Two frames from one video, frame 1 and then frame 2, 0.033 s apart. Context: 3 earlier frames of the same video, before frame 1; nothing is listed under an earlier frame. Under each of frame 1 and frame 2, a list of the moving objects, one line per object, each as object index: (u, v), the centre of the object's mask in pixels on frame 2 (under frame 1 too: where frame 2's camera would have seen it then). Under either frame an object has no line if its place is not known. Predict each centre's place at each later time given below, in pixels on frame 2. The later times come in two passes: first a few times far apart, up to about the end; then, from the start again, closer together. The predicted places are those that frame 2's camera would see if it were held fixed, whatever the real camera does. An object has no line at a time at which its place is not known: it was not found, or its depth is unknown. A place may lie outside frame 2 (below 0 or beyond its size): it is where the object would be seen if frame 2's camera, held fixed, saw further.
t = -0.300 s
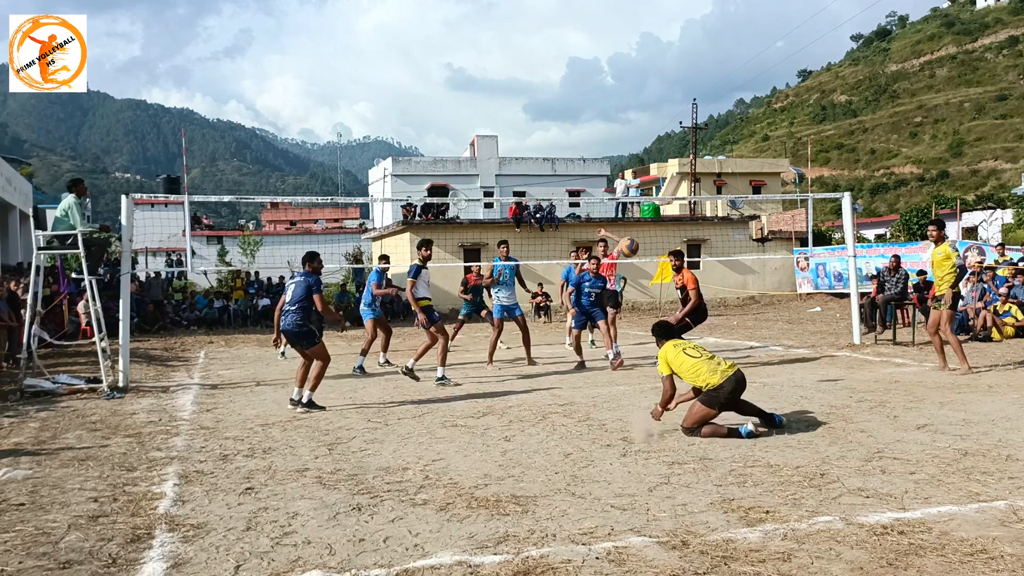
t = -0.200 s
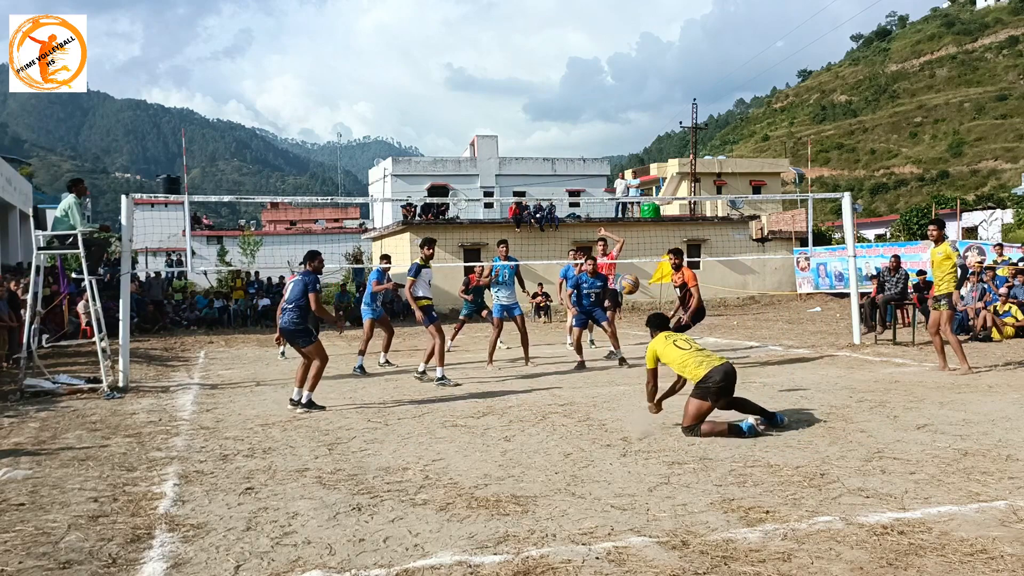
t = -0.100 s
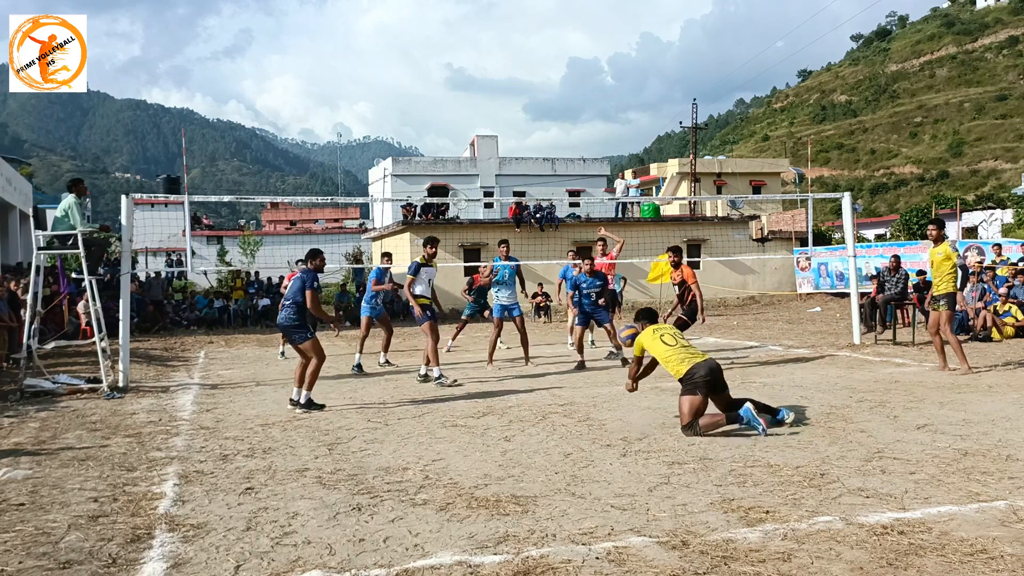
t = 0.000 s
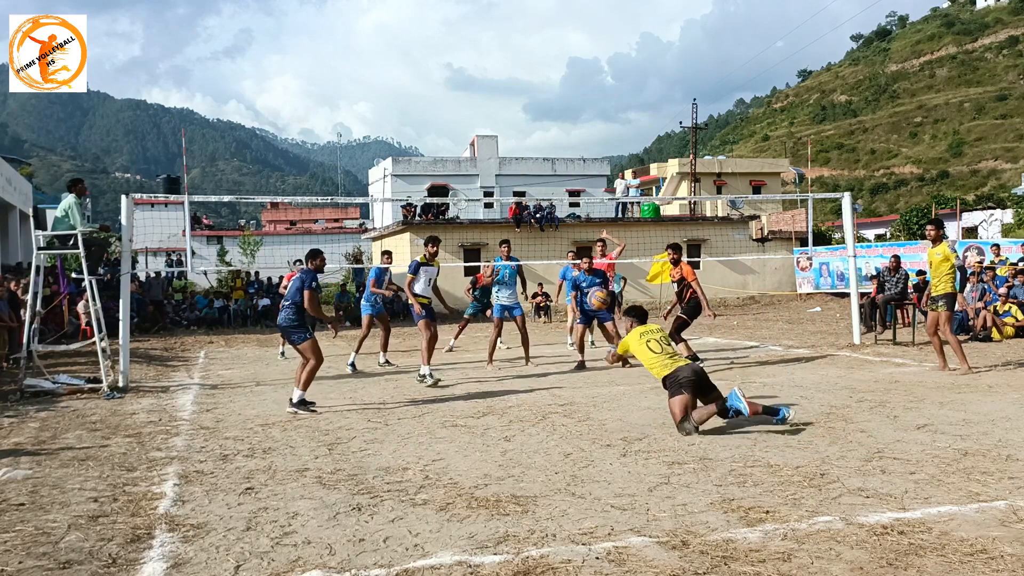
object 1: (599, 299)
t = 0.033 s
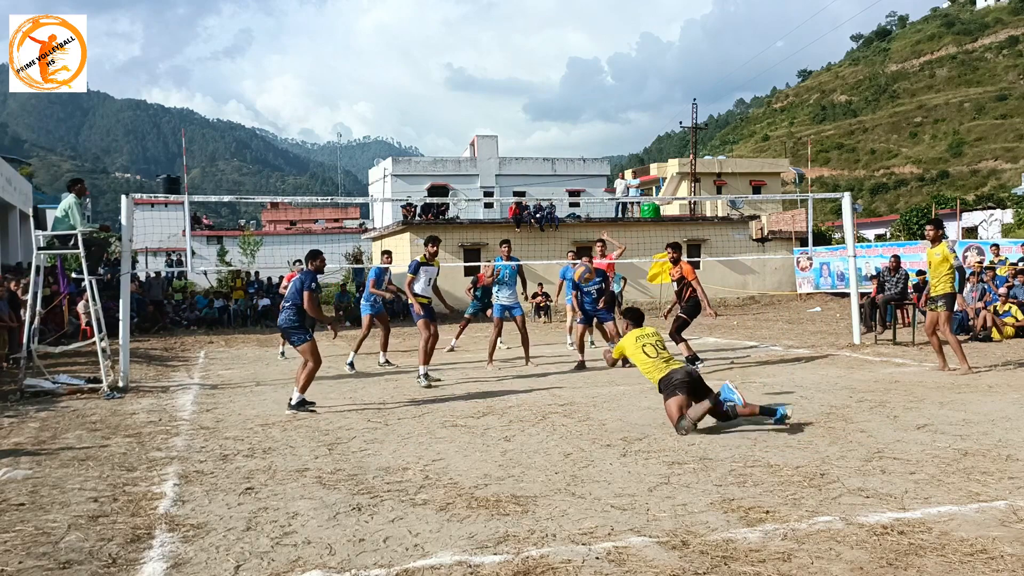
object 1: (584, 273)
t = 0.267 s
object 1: (482, 126)
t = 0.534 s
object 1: (399, 64)
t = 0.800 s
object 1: (330, 70)
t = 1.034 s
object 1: (272, 129)
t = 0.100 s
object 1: (549, 216)
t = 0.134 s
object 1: (537, 197)
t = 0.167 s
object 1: (524, 179)
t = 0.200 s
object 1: (512, 162)
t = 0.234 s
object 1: (500, 146)
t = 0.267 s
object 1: (482, 126)
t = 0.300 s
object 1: (471, 114)
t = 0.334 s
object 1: (460, 104)
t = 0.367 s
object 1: (449, 94)
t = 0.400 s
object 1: (439, 86)
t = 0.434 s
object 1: (428, 78)
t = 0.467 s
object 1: (418, 72)
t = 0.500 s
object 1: (408, 68)
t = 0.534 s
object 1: (399, 64)
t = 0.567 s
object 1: (390, 62)
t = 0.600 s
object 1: (381, 60)
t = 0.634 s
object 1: (372, 59)
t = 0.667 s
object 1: (363, 59)
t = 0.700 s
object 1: (354, 60)
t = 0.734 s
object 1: (346, 62)
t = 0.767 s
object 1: (338, 66)
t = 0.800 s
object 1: (330, 70)
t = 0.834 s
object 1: (319, 76)
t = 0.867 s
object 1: (311, 82)
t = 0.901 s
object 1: (303, 89)
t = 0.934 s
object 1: (292, 101)
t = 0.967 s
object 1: (286, 110)
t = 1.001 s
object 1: (279, 119)
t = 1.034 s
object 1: (272, 129)
